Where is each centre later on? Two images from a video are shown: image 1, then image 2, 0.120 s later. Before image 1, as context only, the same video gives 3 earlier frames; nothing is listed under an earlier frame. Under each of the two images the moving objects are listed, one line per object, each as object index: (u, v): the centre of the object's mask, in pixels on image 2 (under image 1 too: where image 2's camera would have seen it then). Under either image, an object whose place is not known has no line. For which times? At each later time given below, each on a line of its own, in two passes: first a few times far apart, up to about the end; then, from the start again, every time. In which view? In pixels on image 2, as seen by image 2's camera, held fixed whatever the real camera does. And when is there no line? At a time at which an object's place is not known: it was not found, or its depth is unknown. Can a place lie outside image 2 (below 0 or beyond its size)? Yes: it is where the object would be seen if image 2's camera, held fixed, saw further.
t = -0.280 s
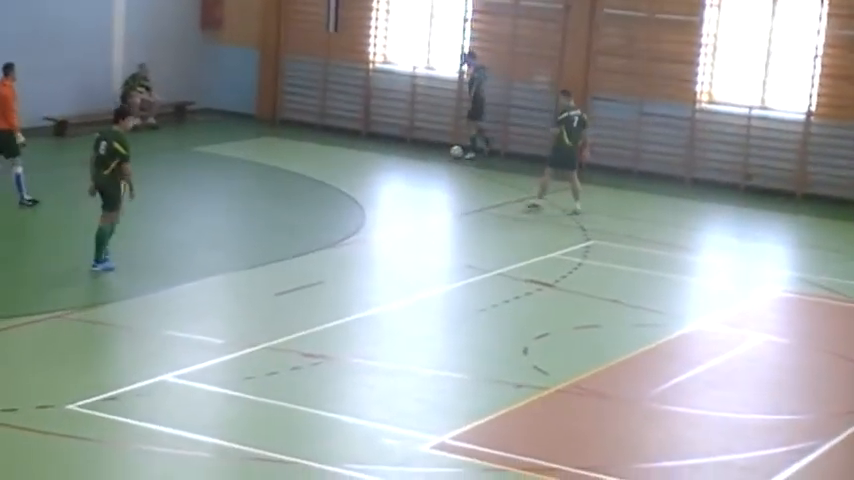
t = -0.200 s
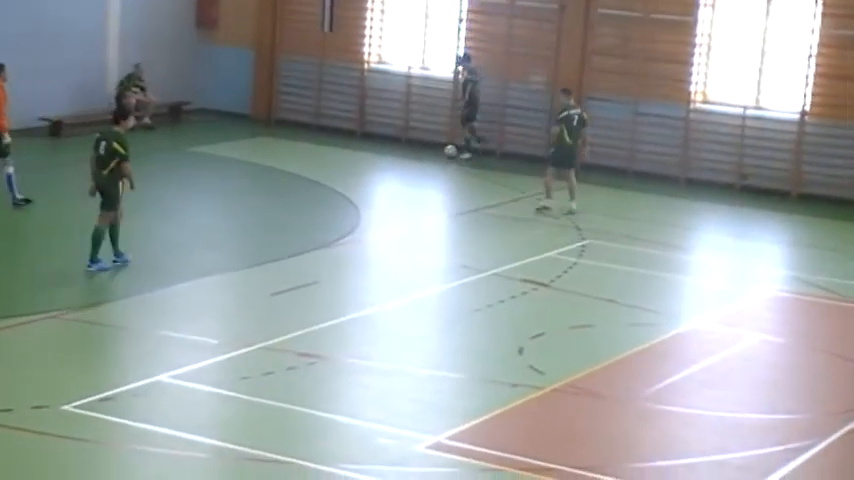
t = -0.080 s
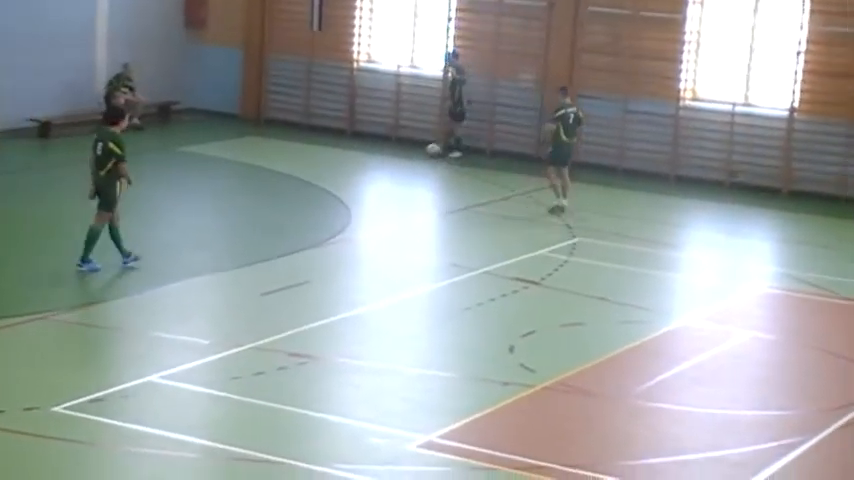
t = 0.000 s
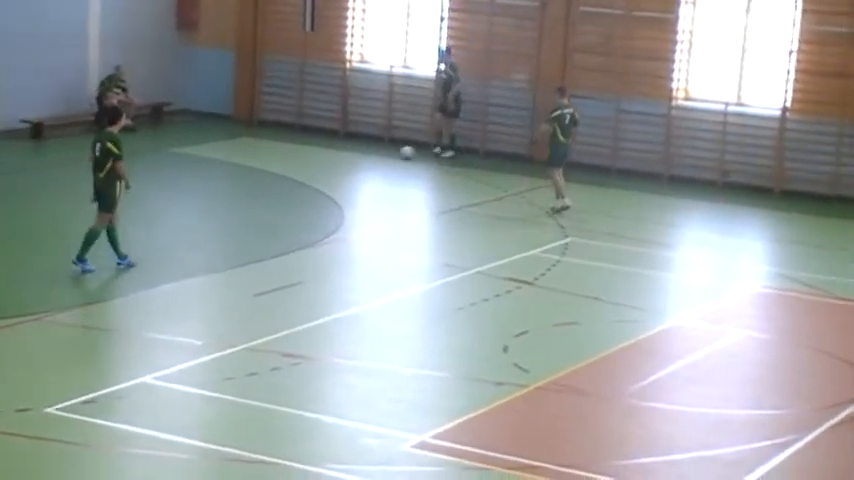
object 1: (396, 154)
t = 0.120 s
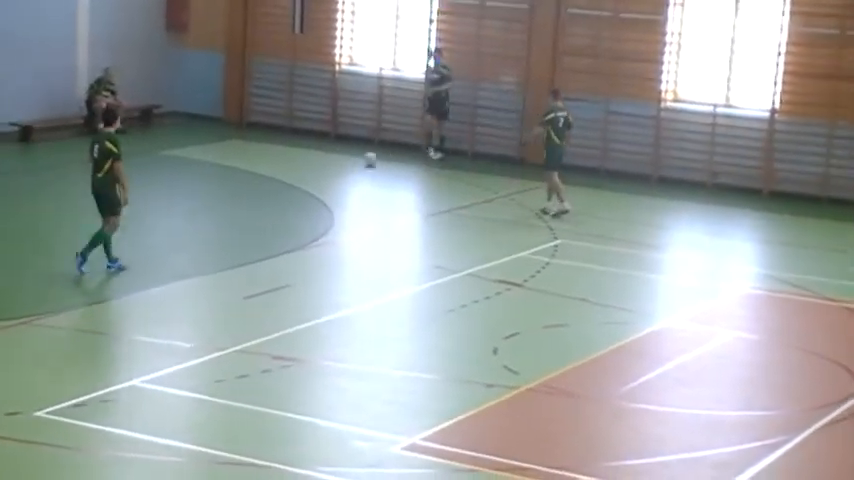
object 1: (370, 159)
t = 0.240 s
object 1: (346, 163)
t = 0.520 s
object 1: (295, 169)
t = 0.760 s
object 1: (251, 174)
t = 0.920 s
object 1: (221, 178)
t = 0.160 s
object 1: (362, 161)
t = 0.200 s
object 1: (354, 162)
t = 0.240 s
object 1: (346, 163)
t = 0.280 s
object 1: (338, 164)
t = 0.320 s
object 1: (331, 165)
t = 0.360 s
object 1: (323, 166)
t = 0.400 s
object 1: (315, 167)
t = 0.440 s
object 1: (308, 167)
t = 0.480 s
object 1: (301, 168)
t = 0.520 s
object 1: (295, 169)
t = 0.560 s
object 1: (286, 170)
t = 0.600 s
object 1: (279, 171)
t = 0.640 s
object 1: (272, 172)
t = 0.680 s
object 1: (266, 173)
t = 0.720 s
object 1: (258, 174)
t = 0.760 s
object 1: (251, 174)
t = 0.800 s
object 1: (242, 175)
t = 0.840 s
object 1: (235, 176)
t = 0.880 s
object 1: (228, 177)
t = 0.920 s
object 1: (221, 178)
